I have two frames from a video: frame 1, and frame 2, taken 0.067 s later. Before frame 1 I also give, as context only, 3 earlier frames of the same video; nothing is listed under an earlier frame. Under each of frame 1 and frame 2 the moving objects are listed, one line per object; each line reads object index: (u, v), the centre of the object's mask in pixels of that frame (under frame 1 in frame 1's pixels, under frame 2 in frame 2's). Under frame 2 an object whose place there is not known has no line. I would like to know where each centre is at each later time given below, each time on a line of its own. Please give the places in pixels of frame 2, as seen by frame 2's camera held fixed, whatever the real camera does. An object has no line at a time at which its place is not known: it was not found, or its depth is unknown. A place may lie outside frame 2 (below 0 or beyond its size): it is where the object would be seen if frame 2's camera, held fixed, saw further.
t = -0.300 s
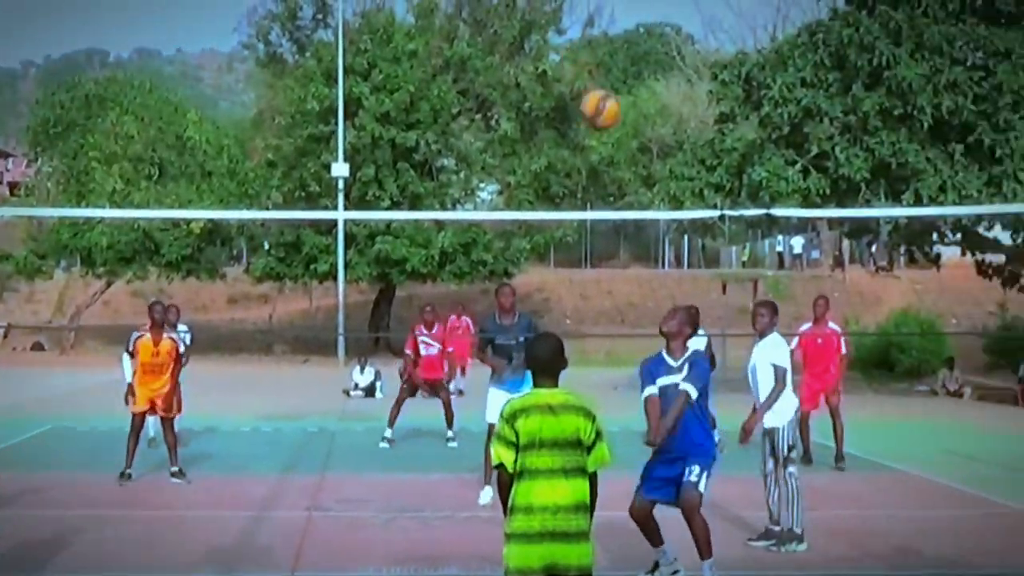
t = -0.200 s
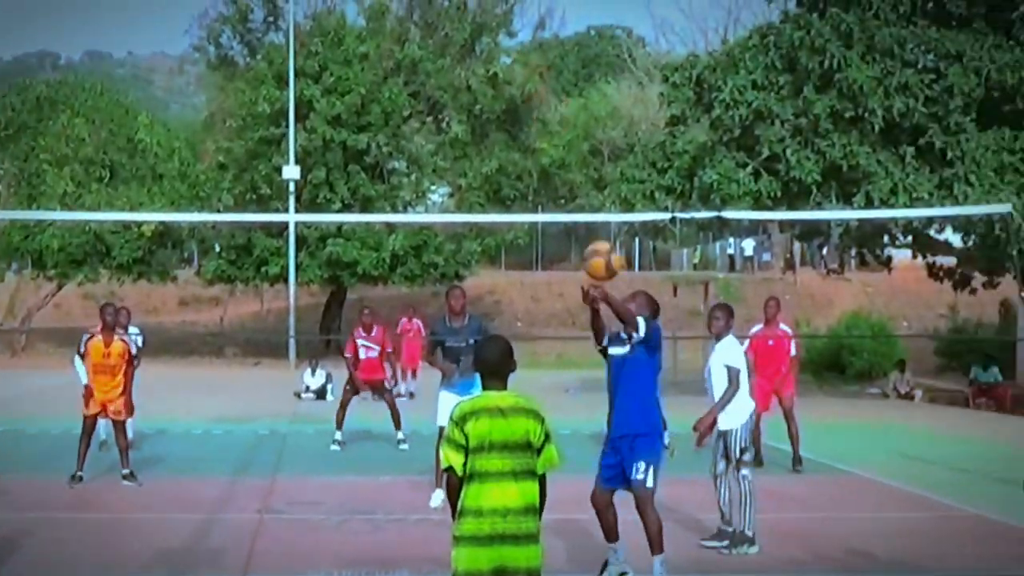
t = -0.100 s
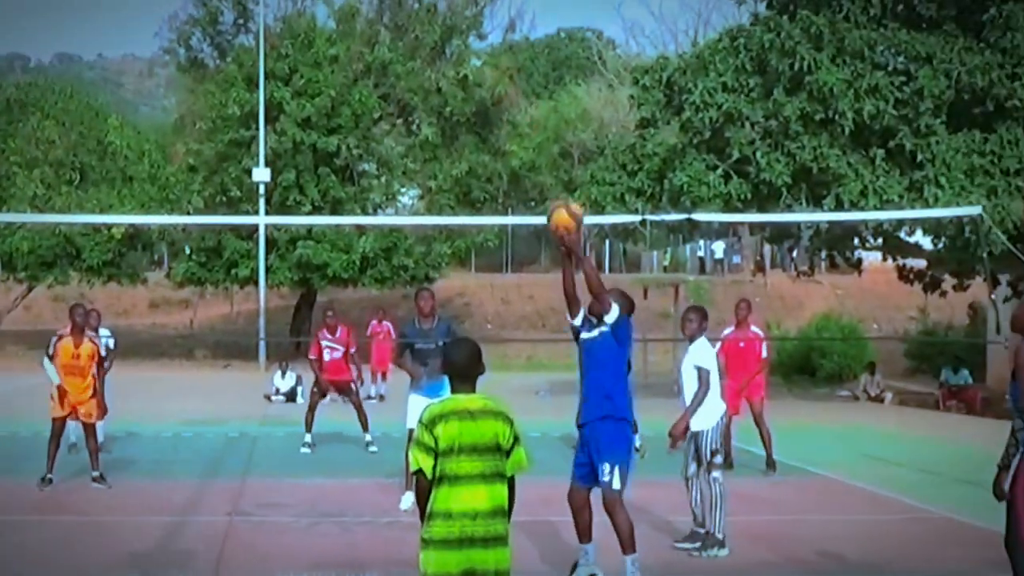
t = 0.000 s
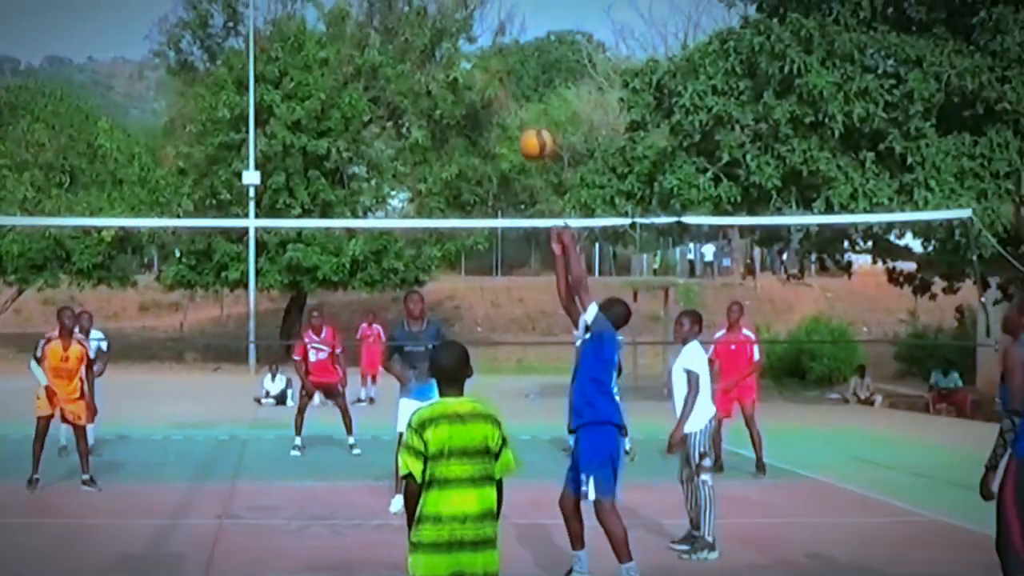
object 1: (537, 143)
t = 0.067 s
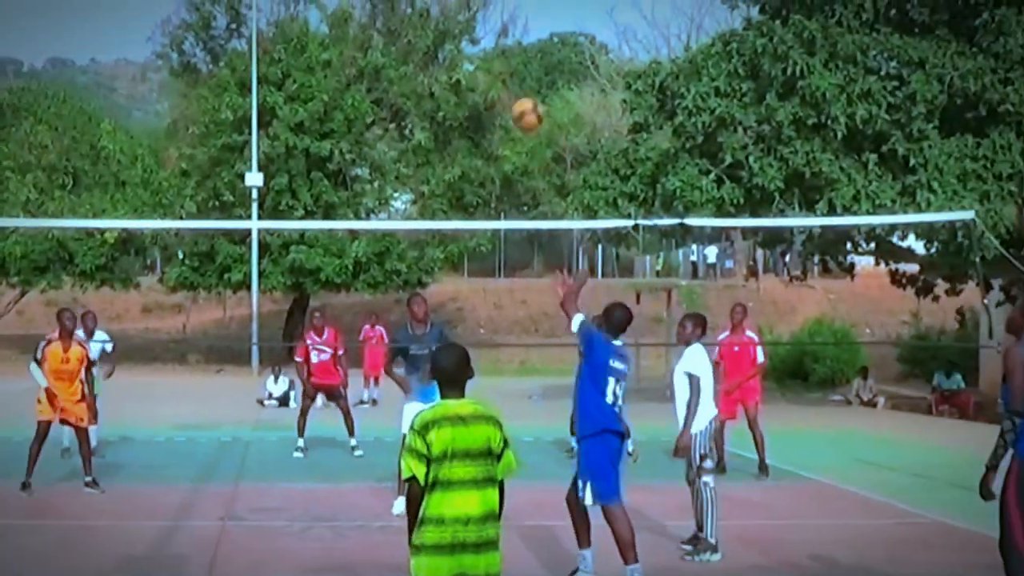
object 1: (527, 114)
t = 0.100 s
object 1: (520, 103)
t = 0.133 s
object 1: (516, 96)
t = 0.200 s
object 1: (512, 90)
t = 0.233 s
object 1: (507, 88)
